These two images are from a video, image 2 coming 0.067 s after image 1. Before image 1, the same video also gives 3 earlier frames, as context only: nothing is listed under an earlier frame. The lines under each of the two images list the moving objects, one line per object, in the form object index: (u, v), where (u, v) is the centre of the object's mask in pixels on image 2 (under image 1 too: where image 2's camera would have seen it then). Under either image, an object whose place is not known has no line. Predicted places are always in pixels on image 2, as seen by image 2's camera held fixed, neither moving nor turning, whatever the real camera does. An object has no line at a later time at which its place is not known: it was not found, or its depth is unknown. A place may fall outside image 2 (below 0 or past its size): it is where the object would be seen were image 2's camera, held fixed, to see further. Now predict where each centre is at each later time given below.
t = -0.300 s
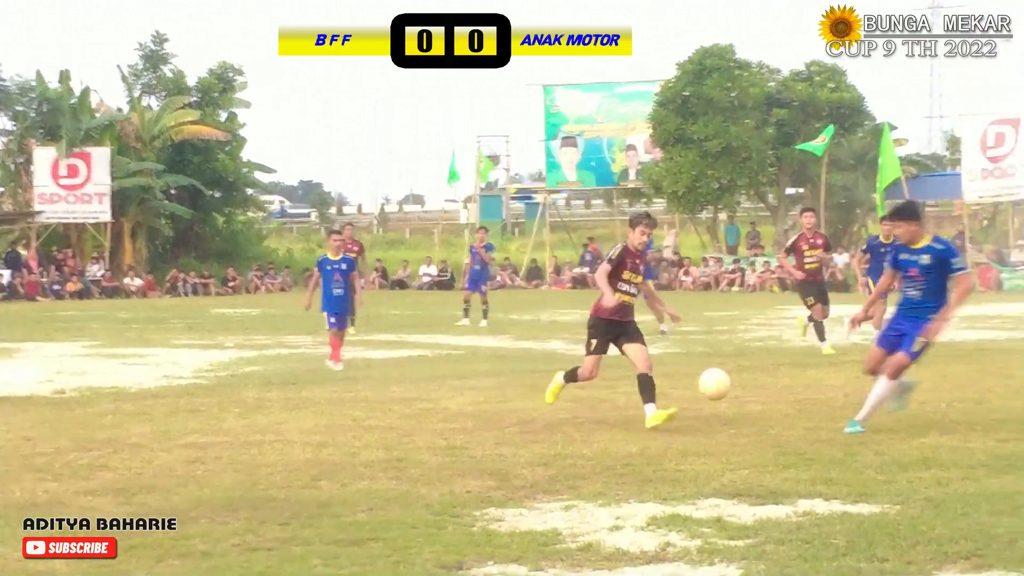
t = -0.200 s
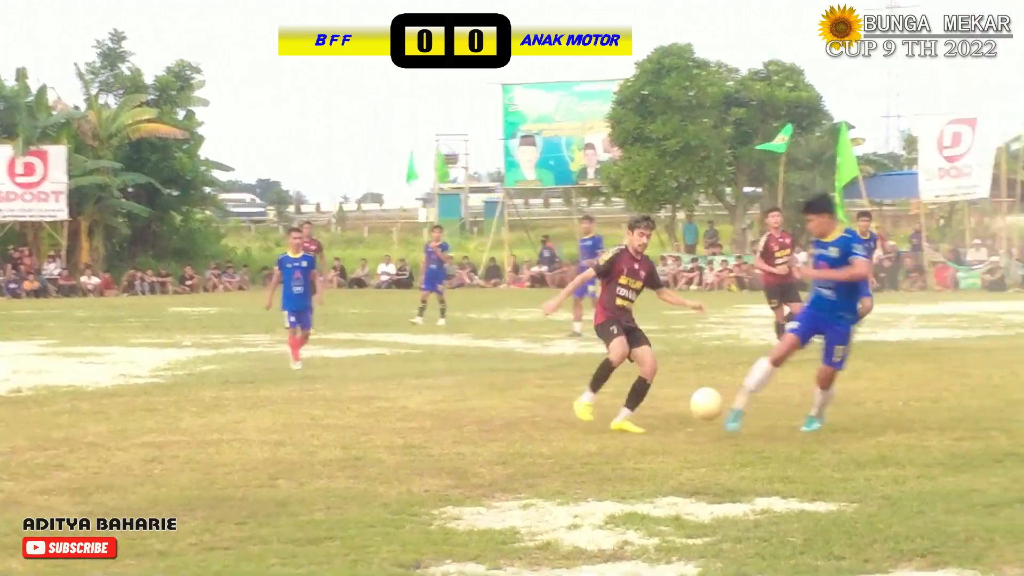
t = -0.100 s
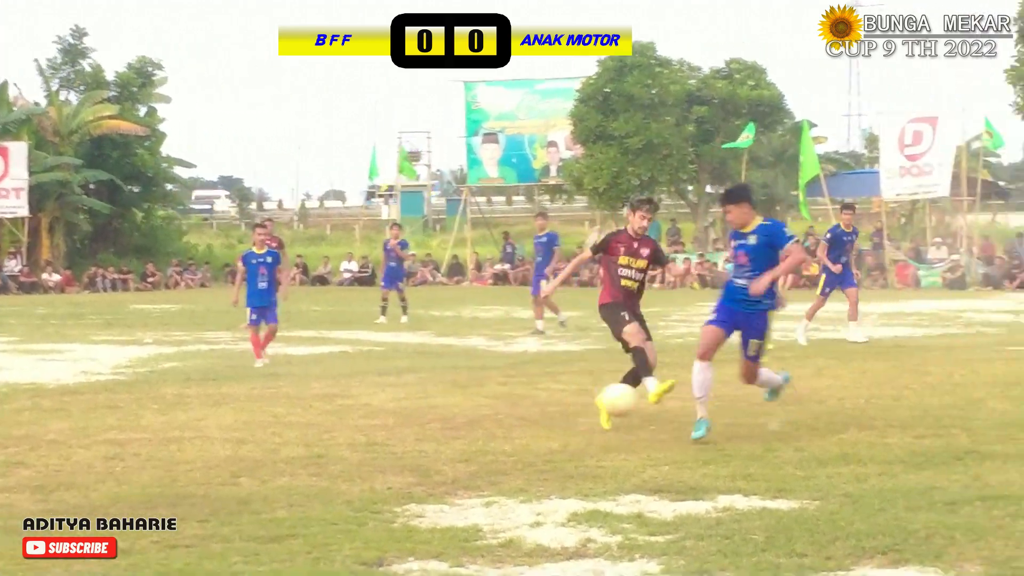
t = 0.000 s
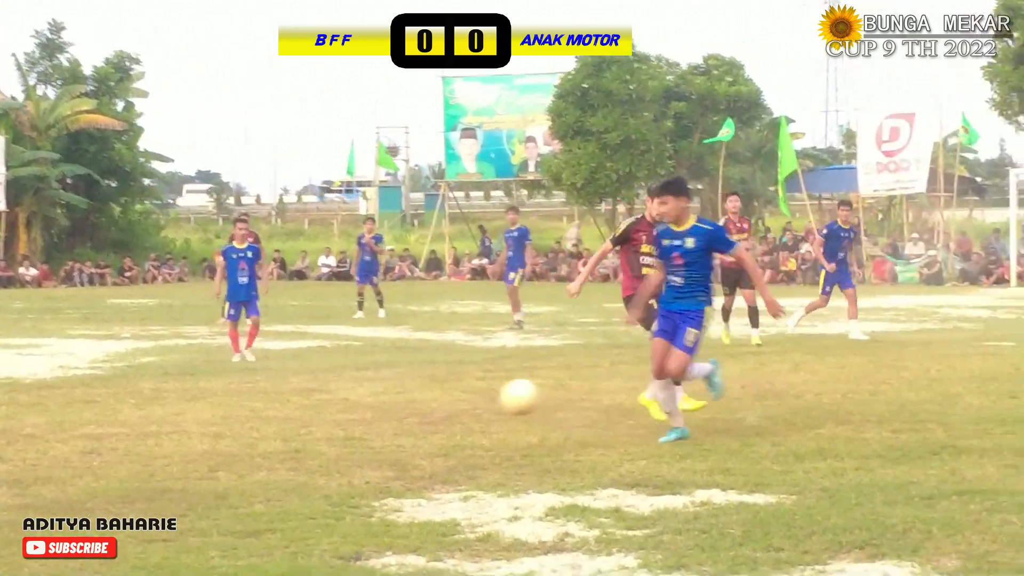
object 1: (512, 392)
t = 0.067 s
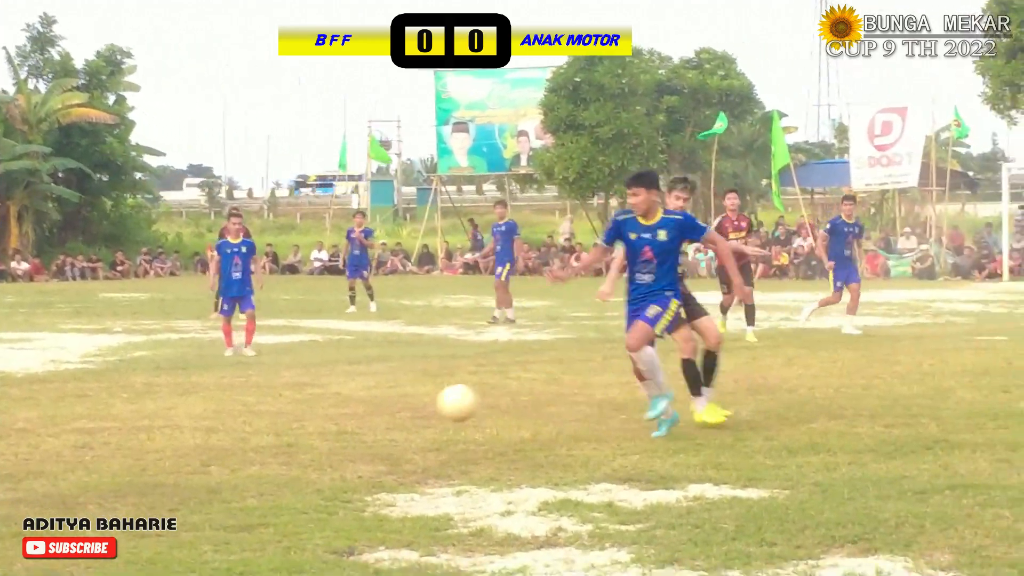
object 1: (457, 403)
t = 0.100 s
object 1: (428, 412)
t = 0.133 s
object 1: (396, 424)
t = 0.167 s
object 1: (365, 437)
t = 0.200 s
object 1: (331, 453)
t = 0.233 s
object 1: (298, 468)
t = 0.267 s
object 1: (284, 452)
